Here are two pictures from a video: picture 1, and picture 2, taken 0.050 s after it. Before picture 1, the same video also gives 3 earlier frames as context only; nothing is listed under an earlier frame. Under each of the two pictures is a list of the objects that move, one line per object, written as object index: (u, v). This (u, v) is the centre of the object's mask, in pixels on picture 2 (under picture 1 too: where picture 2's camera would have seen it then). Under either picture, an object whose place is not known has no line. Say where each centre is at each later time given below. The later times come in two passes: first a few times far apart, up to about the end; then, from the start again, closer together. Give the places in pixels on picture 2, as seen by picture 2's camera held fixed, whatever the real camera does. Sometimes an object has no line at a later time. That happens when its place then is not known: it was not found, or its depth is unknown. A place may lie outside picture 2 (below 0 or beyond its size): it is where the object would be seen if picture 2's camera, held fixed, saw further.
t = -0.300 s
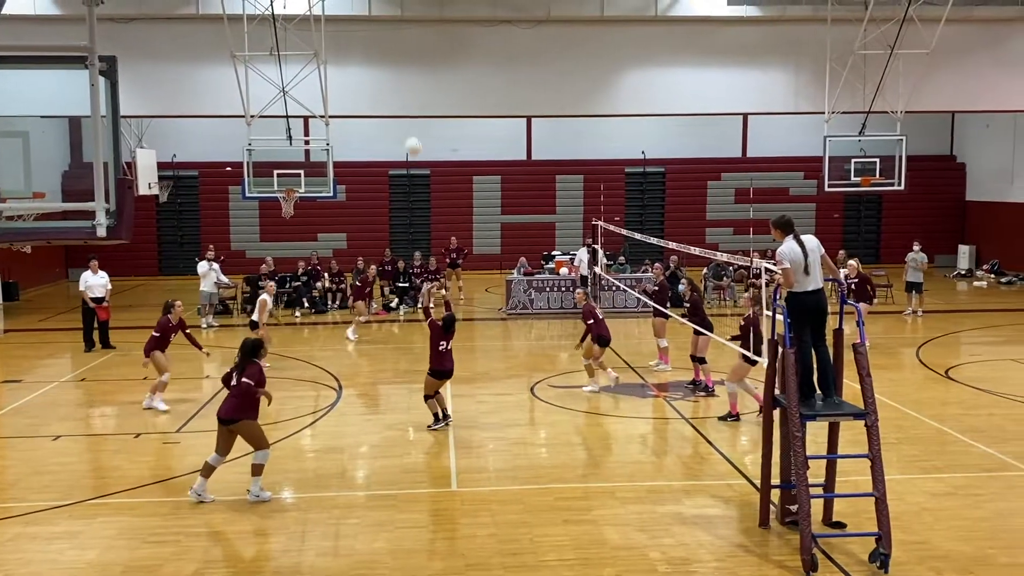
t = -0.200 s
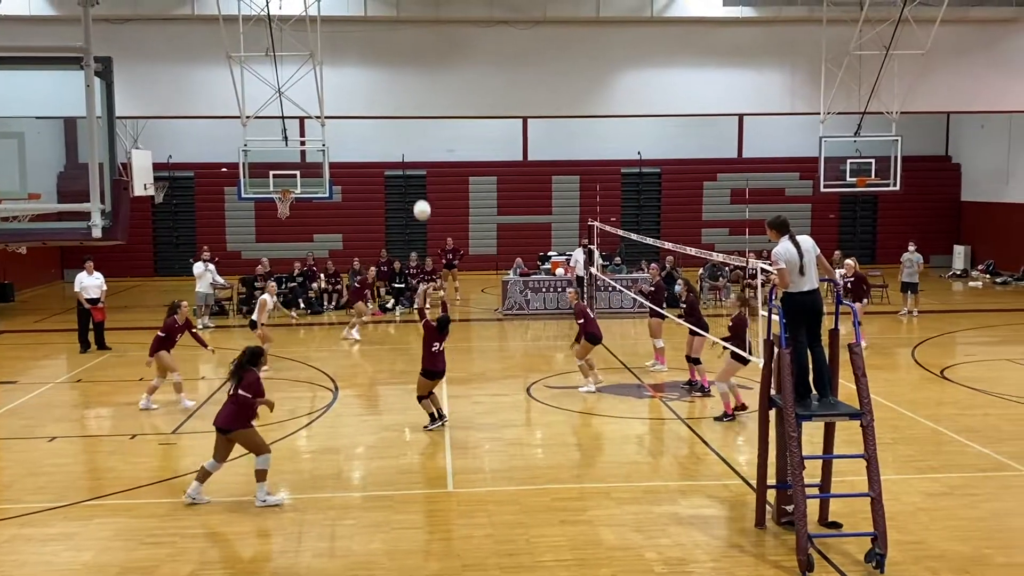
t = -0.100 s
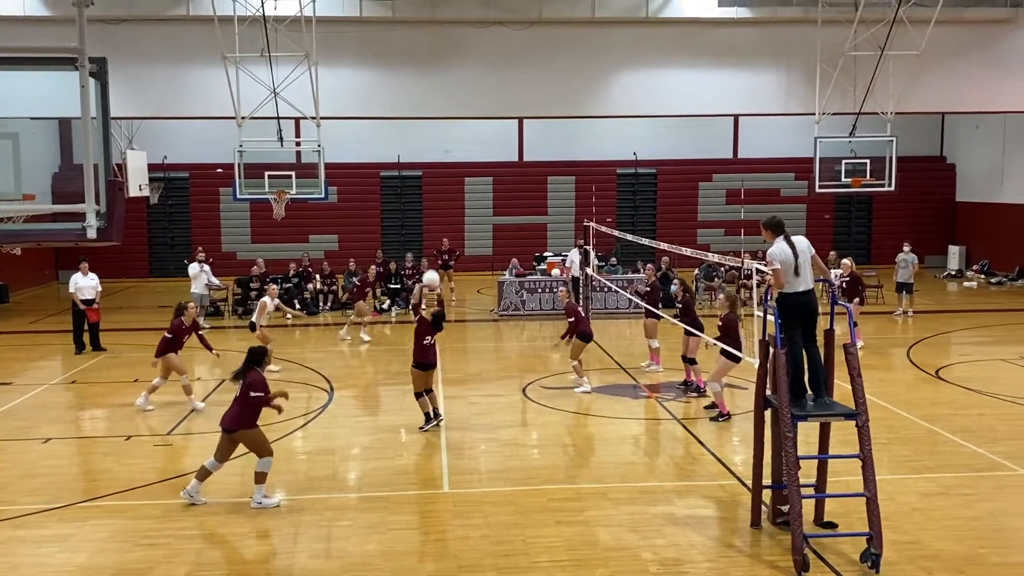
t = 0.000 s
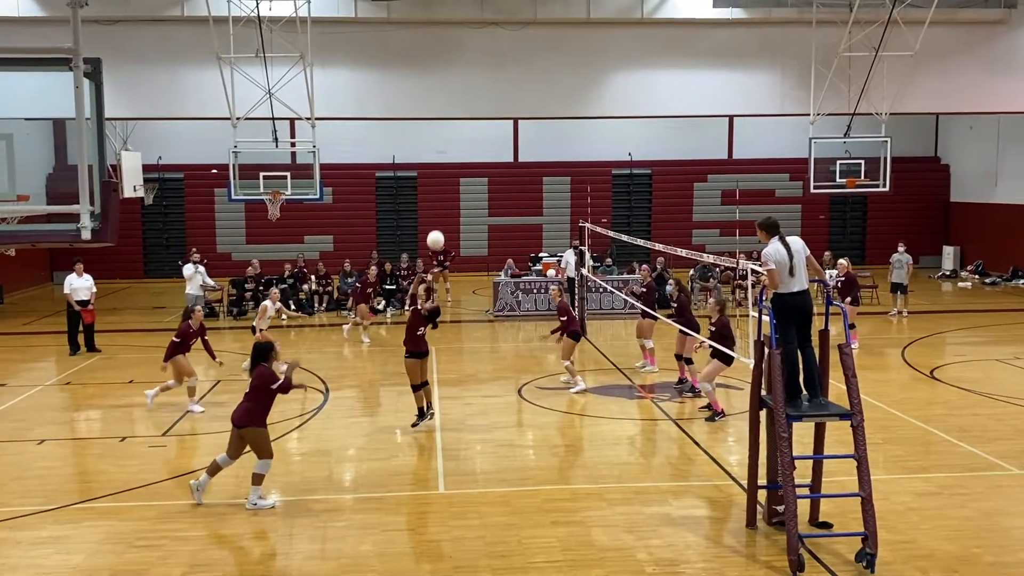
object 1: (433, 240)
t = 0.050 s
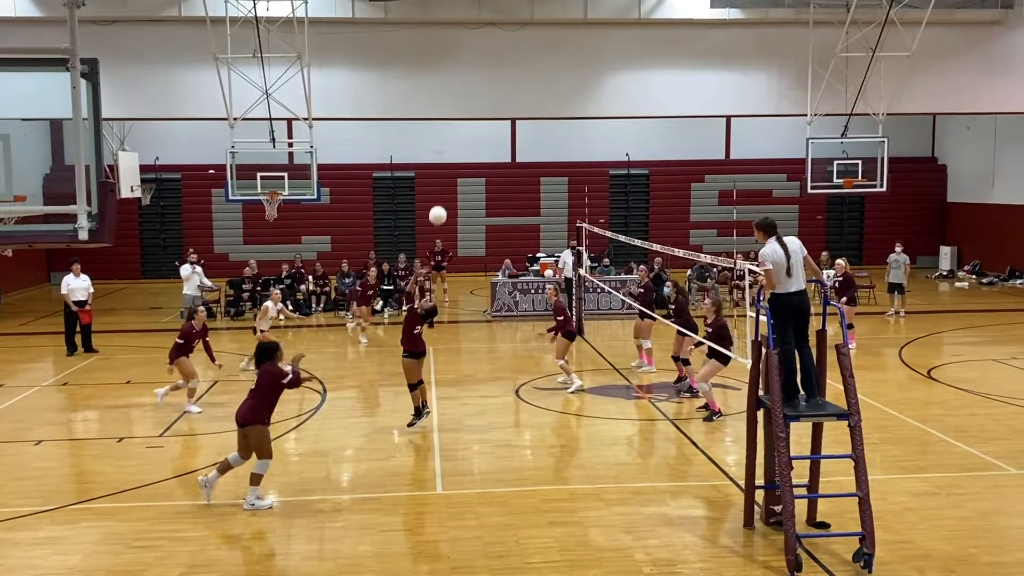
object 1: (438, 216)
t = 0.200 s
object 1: (451, 152)
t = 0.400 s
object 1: (470, 96)
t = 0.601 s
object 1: (490, 72)
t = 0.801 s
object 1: (510, 83)
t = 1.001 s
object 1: (530, 129)
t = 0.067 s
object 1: (439, 208)
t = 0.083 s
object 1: (441, 200)
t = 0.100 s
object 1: (442, 192)
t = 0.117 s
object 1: (444, 185)
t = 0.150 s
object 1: (447, 171)
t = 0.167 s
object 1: (448, 165)
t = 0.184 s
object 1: (450, 158)
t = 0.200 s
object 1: (451, 152)
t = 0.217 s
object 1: (453, 146)
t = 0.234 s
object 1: (454, 140)
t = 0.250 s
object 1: (456, 135)
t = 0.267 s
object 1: (458, 130)
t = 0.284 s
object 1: (459, 125)
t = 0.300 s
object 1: (460, 120)
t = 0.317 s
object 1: (462, 115)
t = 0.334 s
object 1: (464, 111)
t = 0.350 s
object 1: (466, 107)
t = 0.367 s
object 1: (467, 103)
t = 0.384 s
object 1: (468, 99)
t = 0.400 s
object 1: (470, 96)
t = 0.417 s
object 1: (472, 93)
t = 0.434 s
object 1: (473, 90)
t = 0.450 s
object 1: (475, 87)
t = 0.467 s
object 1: (476, 84)
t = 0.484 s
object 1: (478, 82)
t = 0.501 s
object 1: (480, 79)
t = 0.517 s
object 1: (481, 77)
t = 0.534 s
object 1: (483, 76)
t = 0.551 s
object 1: (485, 74)
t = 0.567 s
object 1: (486, 74)
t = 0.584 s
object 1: (488, 73)
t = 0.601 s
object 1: (490, 72)
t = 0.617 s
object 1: (491, 71)
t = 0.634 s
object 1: (493, 71)
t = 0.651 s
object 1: (495, 71)
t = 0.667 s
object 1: (496, 72)
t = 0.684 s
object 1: (498, 72)
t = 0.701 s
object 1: (500, 73)
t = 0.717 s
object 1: (502, 74)
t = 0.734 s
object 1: (503, 75)
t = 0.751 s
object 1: (505, 77)
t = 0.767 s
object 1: (507, 79)
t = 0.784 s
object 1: (508, 81)
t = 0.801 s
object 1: (510, 83)
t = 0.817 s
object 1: (512, 86)
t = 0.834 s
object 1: (514, 88)
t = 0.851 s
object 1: (515, 91)
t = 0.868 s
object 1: (517, 95)
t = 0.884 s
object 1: (519, 98)
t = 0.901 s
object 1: (521, 102)
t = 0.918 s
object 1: (522, 106)
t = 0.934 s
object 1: (524, 110)
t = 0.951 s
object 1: (525, 114)
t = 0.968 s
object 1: (527, 119)
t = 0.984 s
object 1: (529, 124)
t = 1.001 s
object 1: (530, 129)
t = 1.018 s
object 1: (530, 135)
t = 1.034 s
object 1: (532, 140)
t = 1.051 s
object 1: (534, 146)
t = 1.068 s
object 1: (535, 151)
